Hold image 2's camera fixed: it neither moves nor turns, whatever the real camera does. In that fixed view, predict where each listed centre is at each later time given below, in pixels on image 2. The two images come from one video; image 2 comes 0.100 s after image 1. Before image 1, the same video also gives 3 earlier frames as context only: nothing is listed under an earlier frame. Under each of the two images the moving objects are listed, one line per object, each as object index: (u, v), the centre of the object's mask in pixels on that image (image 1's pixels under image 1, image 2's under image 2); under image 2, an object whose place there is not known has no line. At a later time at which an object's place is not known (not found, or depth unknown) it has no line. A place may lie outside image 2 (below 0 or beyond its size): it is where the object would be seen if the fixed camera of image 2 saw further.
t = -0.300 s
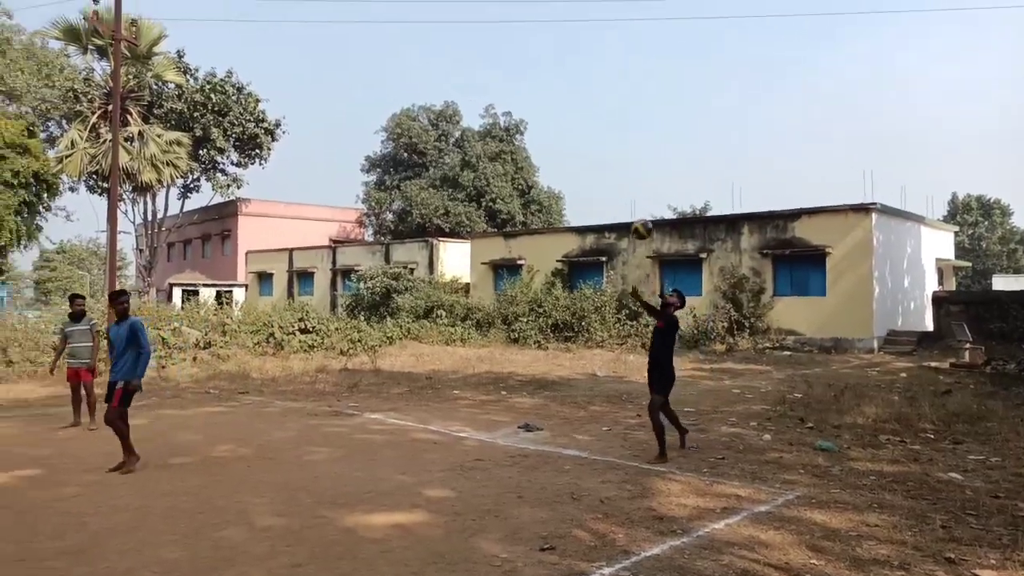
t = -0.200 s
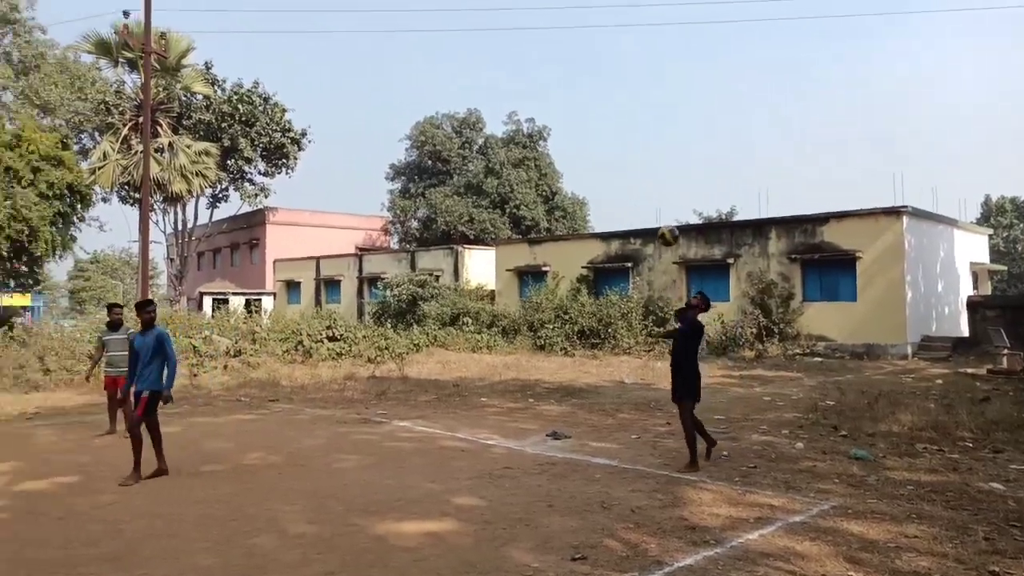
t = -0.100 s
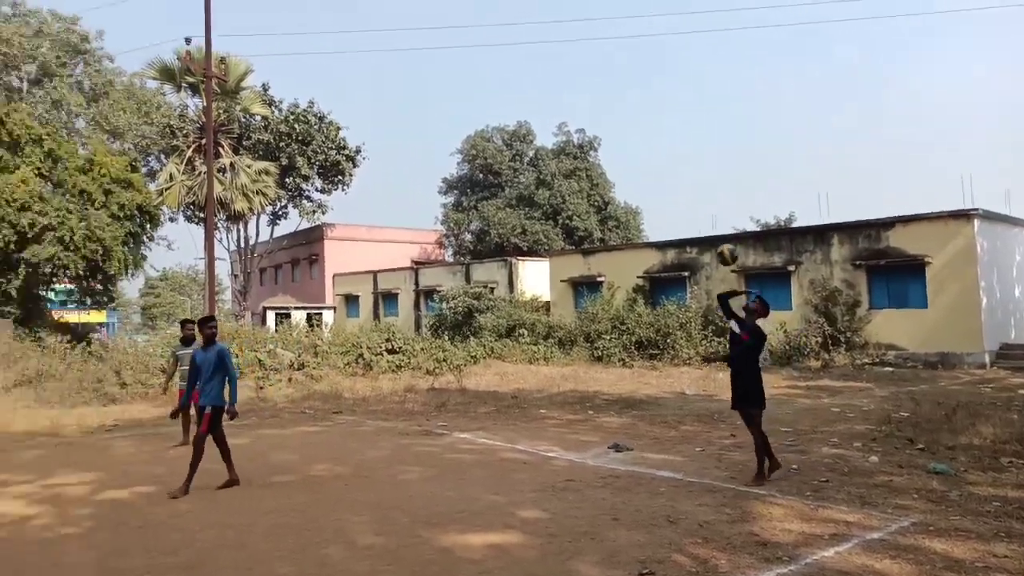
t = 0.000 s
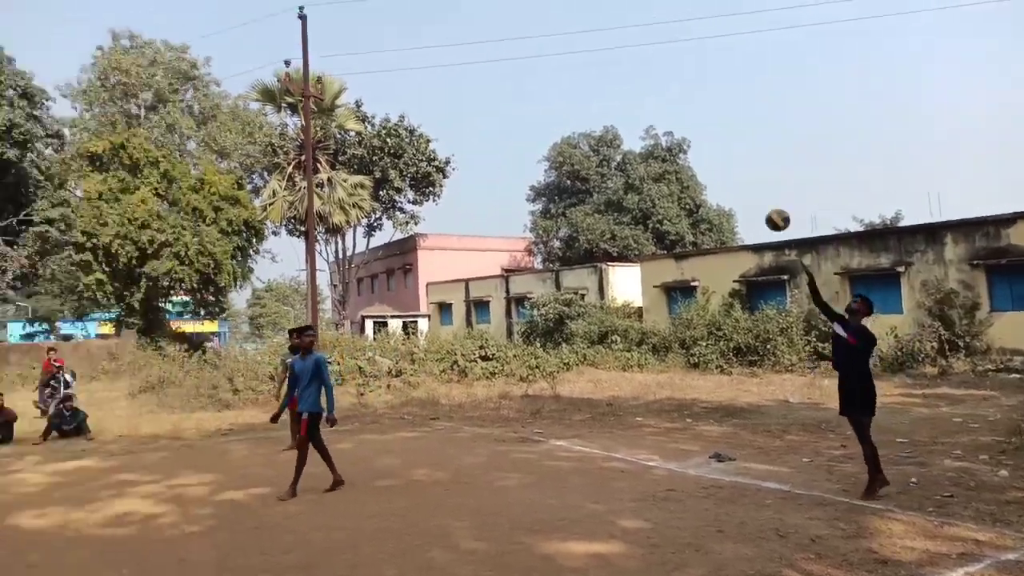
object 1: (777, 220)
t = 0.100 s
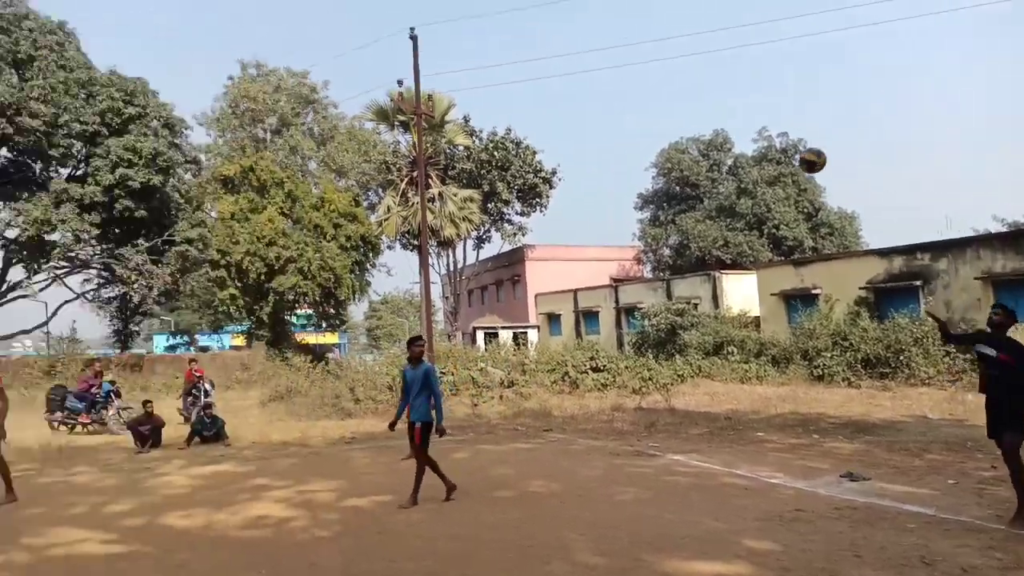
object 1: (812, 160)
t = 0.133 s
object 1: (777, 140)
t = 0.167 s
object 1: (739, 122)
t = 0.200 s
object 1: (702, 105)
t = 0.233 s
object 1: (664, 88)
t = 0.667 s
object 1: (113, -30)
